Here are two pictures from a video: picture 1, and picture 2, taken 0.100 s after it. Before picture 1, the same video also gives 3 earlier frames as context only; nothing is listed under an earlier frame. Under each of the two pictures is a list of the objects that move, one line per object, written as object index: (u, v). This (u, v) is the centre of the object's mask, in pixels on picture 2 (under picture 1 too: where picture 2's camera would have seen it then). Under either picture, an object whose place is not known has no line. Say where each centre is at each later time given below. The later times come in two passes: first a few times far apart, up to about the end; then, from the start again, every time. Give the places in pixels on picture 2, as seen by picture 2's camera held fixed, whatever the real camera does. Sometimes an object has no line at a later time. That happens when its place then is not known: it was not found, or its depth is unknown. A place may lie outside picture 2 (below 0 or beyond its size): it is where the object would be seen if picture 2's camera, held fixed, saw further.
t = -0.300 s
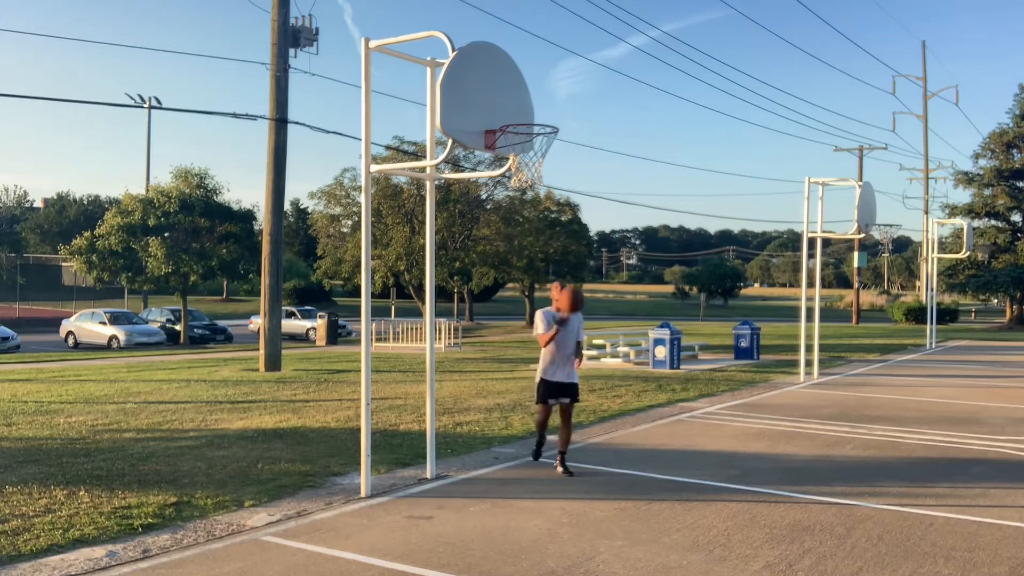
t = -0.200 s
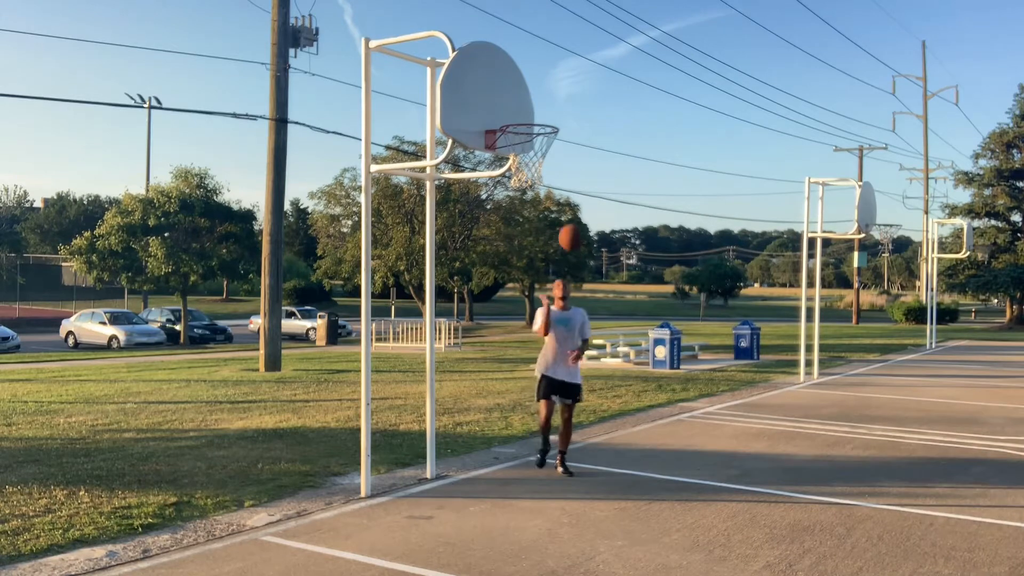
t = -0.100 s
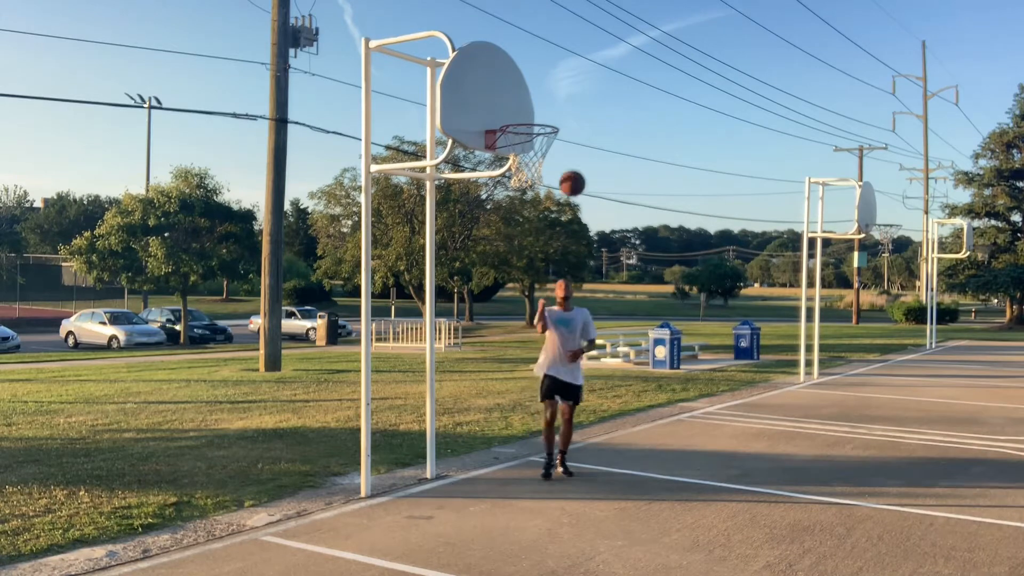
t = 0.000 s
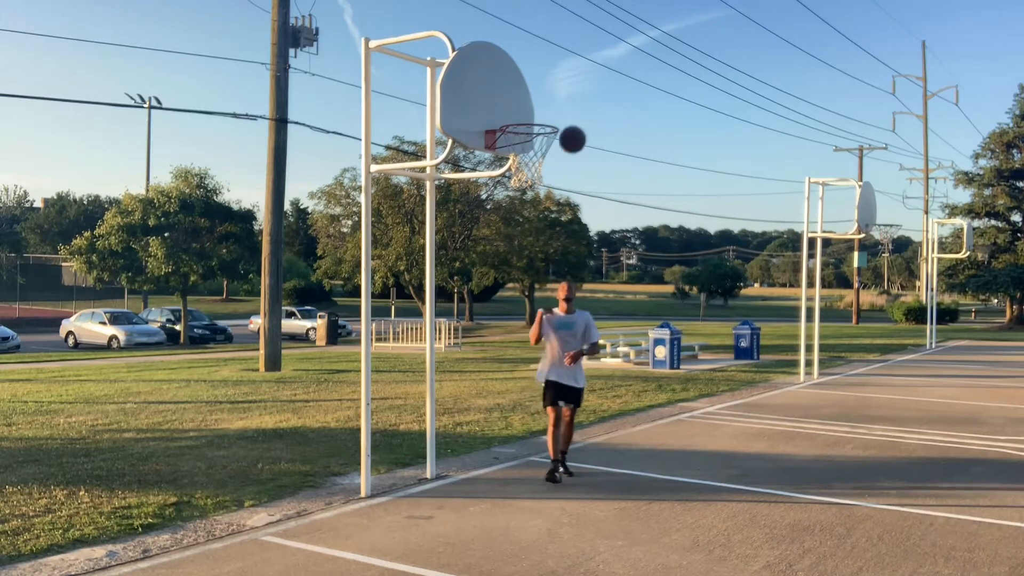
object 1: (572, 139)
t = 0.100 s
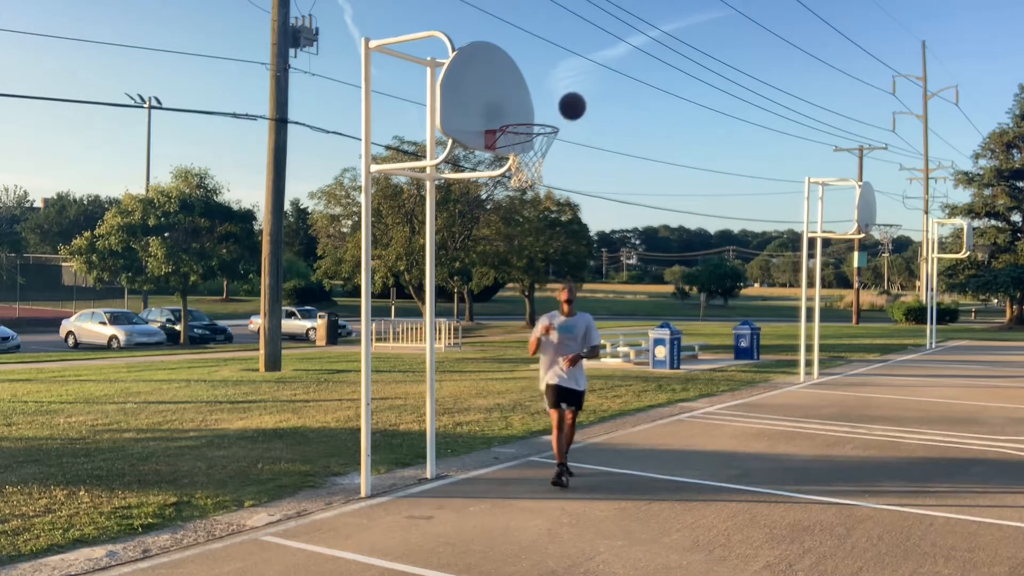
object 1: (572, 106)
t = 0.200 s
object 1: (572, 83)
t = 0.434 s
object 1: (570, 74)
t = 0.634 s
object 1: (567, 119)
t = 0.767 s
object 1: (583, 158)
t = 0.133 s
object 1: (572, 97)
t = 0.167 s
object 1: (572, 89)
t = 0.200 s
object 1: (572, 83)
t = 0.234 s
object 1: (572, 78)
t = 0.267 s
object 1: (572, 74)
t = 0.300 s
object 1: (571, 71)
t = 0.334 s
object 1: (571, 70)
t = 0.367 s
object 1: (571, 70)
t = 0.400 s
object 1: (570, 71)
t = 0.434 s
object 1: (570, 74)
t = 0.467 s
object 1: (570, 78)
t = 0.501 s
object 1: (569, 83)
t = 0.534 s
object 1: (569, 90)
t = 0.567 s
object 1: (568, 98)
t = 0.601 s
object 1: (568, 108)
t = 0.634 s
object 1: (567, 119)
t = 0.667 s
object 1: (571, 127)
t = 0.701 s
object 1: (575, 136)
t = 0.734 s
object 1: (579, 146)
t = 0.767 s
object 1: (583, 158)
